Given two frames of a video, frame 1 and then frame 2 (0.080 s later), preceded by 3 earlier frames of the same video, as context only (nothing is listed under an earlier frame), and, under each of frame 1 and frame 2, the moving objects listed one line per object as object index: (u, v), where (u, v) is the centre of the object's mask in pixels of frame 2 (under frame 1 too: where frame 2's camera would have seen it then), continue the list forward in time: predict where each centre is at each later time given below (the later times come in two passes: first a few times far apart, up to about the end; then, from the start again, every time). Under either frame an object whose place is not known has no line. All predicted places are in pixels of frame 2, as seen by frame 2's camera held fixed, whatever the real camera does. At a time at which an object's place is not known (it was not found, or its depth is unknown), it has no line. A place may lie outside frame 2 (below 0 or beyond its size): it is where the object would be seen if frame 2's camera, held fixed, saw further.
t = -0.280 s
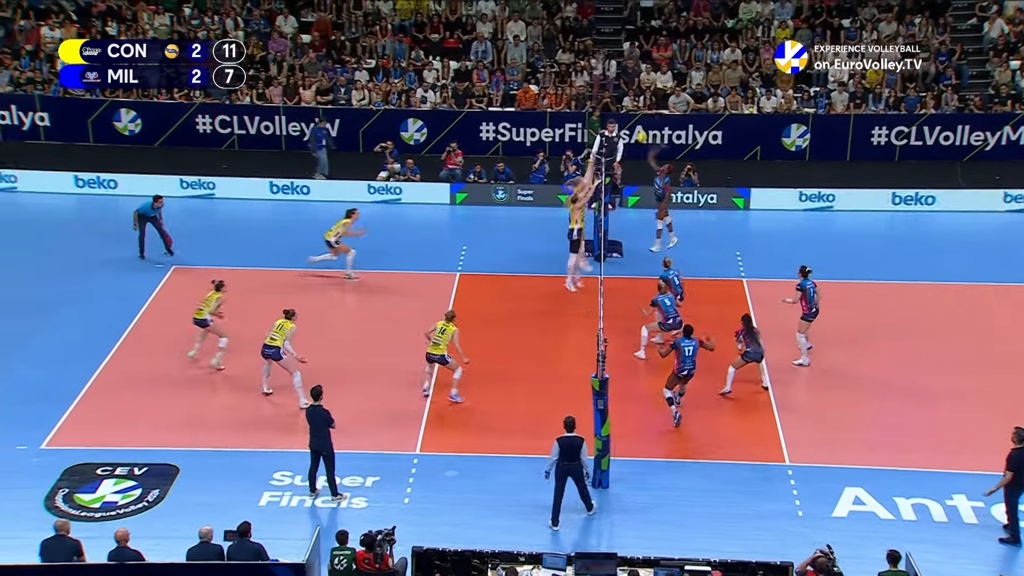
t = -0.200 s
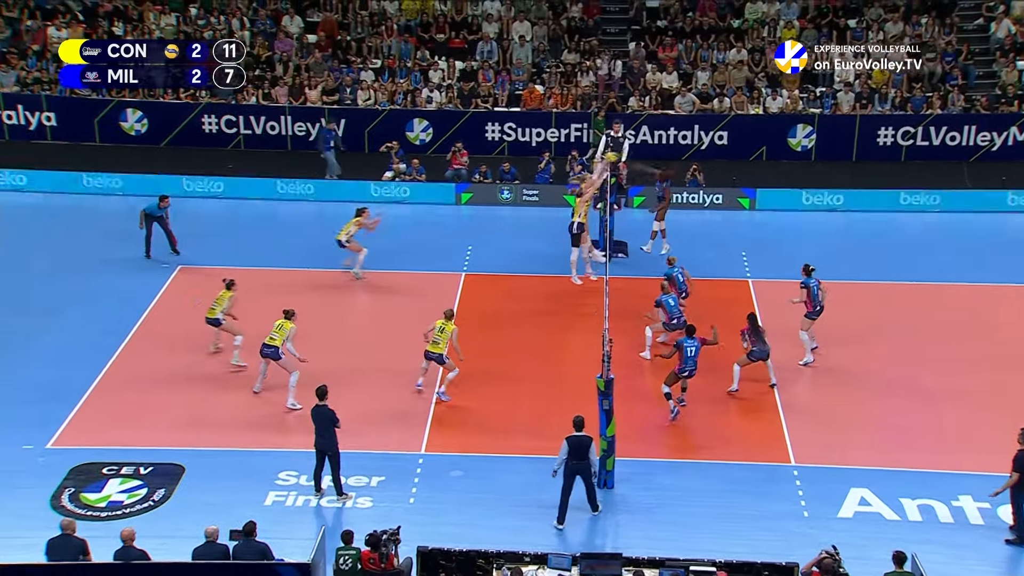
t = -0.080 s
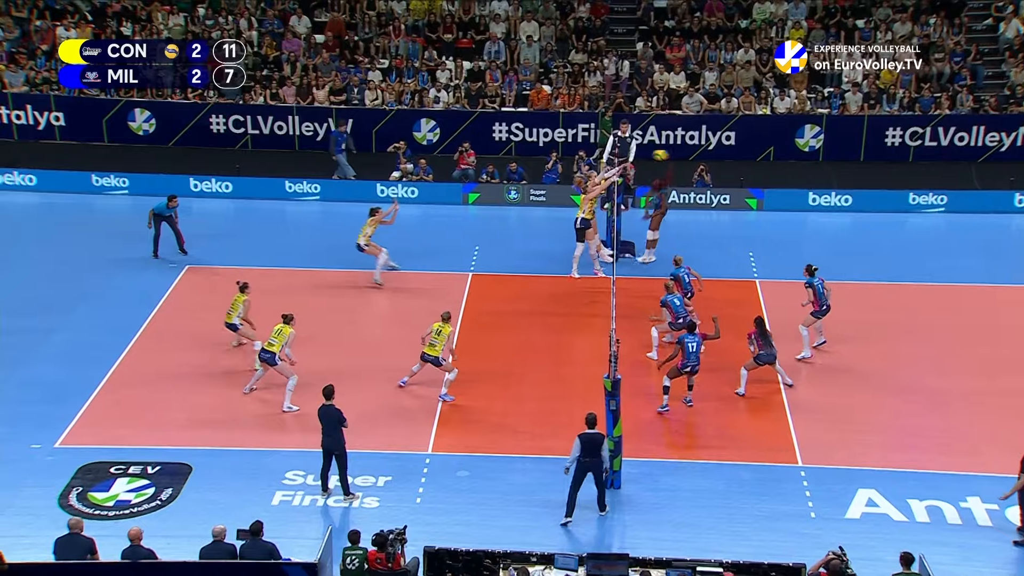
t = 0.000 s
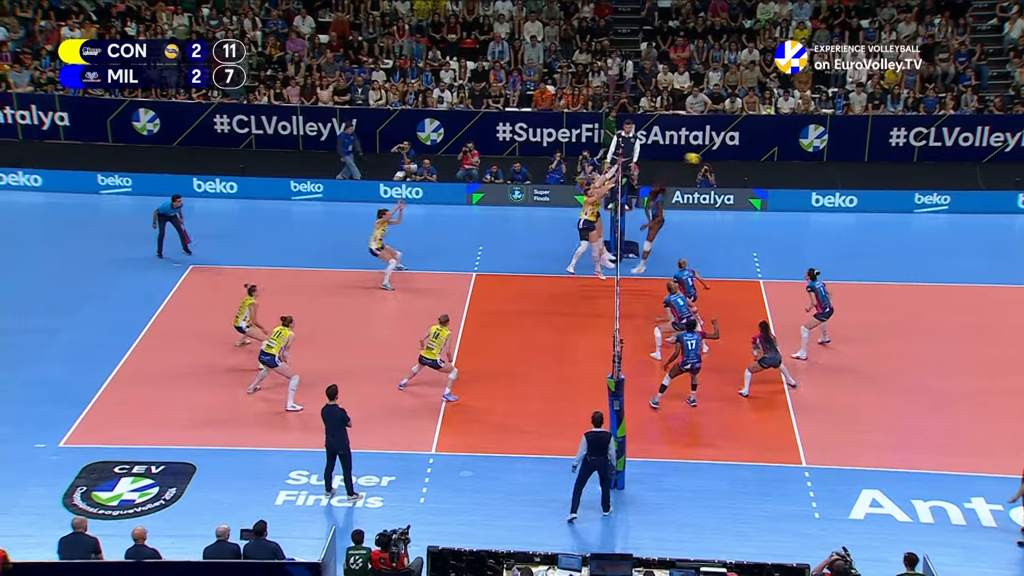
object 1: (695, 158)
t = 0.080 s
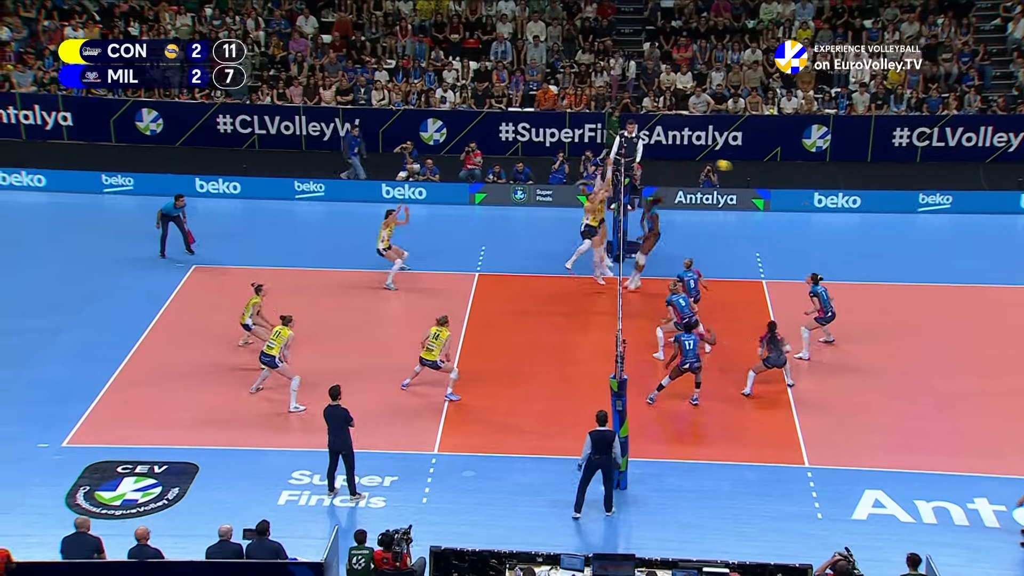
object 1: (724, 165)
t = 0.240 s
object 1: (779, 190)
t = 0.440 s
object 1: (848, 245)
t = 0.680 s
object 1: (925, 343)
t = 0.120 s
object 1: (738, 171)
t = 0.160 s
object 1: (752, 176)
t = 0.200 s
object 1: (766, 182)
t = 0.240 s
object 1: (779, 190)
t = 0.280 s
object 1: (793, 198)
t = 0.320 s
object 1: (807, 208)
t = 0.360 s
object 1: (821, 220)
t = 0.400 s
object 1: (834, 231)
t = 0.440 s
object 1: (848, 245)
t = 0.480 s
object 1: (861, 258)
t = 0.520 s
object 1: (874, 273)
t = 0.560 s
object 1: (888, 289)
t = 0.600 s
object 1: (900, 305)
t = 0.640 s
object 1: (913, 324)
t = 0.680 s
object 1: (925, 343)
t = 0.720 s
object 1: (938, 363)
